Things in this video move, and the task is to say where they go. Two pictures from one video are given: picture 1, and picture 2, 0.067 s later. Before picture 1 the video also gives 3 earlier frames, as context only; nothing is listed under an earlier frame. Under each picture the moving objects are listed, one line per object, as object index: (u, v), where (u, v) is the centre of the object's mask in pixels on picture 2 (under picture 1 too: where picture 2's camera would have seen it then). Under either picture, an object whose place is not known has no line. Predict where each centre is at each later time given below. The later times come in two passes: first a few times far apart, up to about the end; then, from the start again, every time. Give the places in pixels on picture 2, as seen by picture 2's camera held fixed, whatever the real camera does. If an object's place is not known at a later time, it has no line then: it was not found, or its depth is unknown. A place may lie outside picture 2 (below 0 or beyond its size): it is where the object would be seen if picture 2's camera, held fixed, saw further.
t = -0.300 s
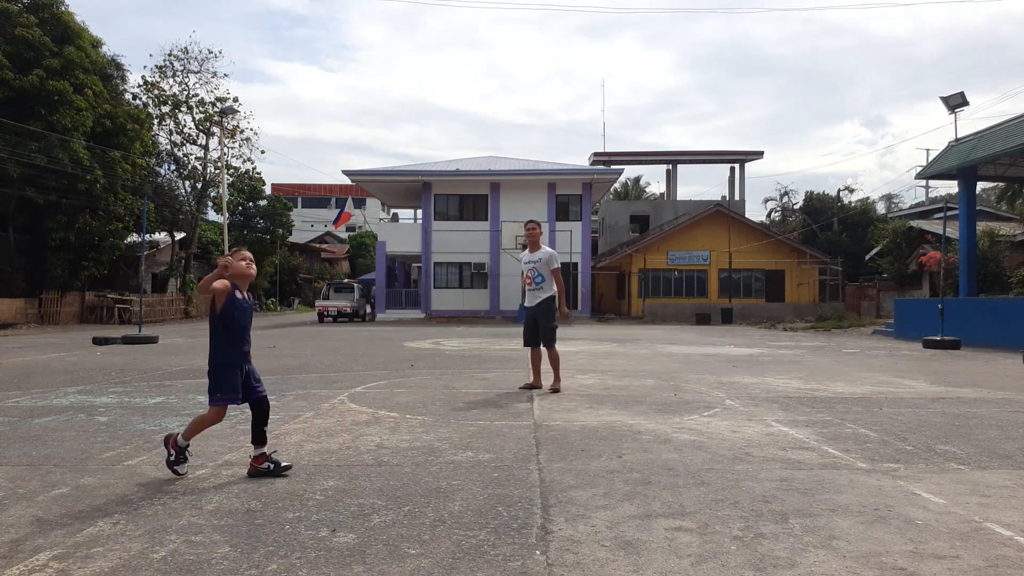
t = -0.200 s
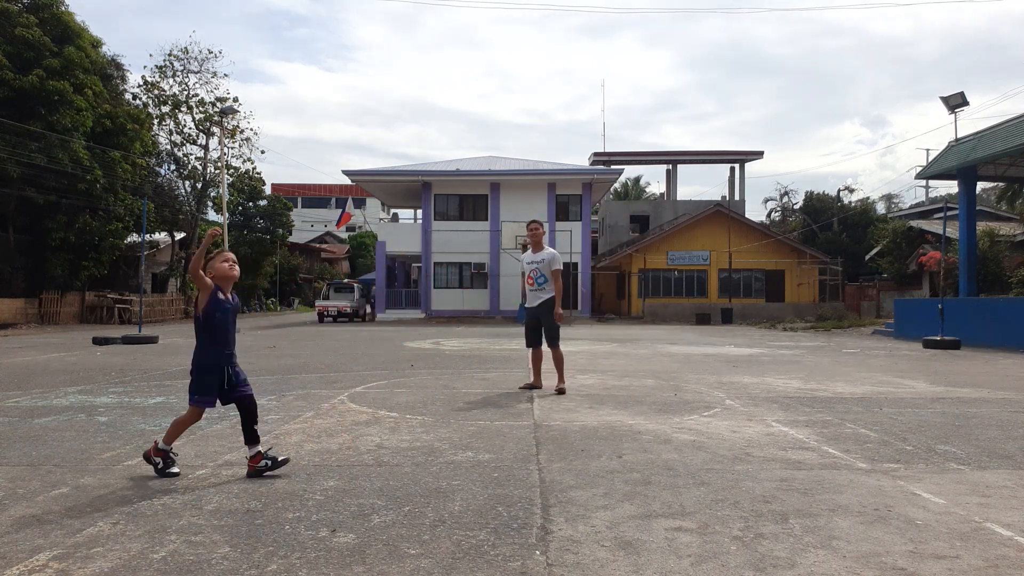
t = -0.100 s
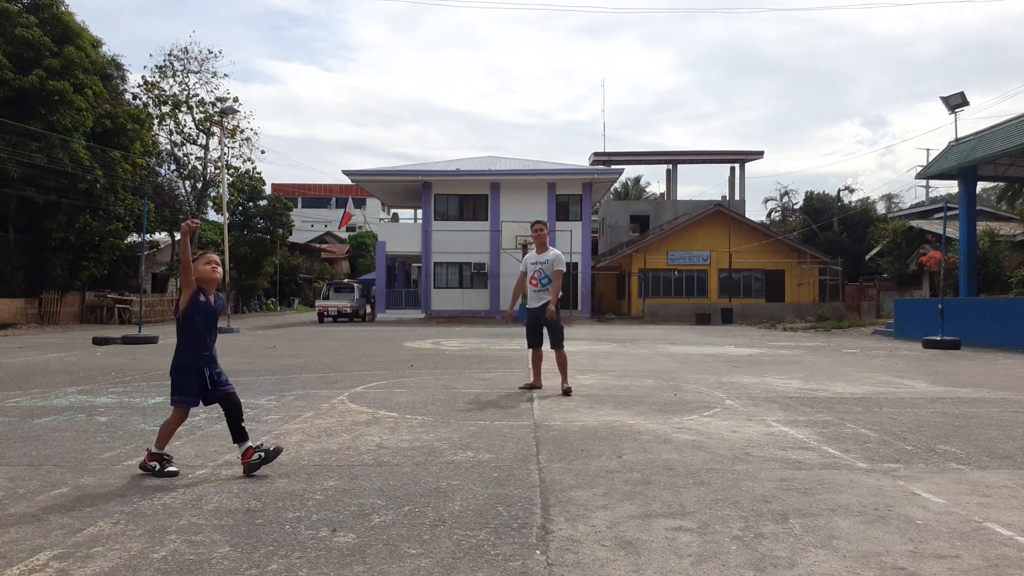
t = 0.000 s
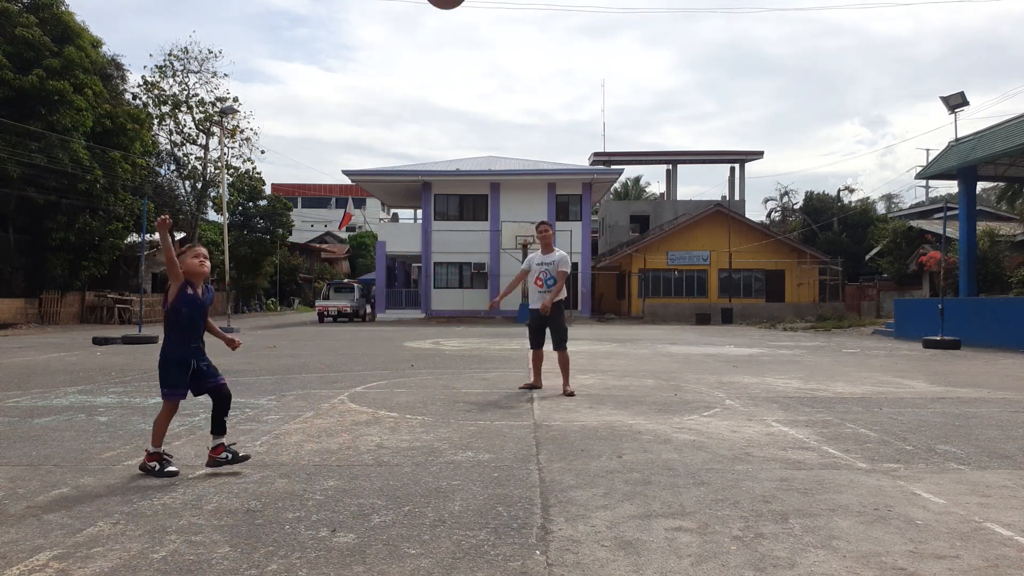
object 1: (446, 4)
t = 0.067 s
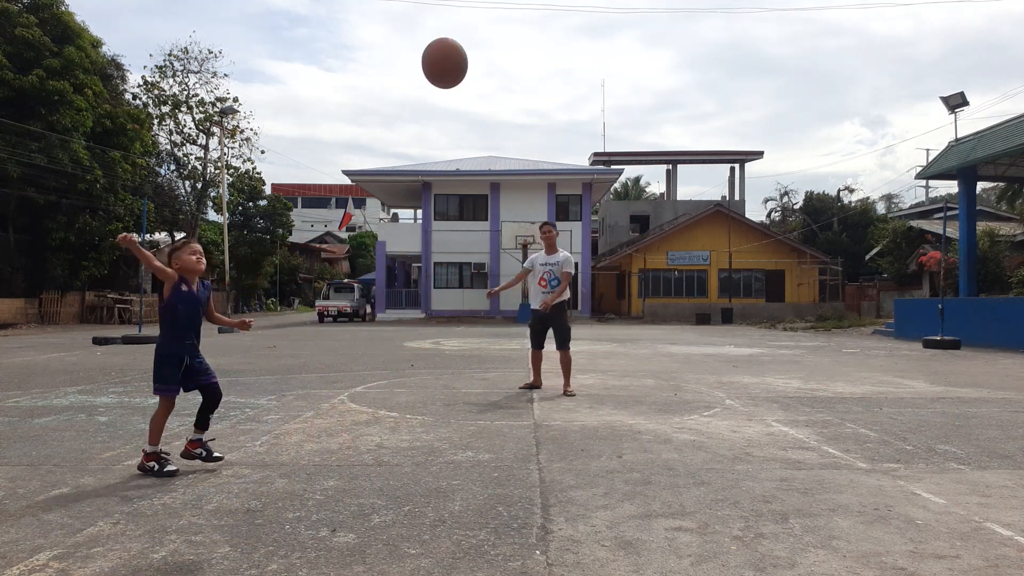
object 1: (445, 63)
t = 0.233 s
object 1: (444, 250)
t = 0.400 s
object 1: (441, 403)
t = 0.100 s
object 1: (444, 103)
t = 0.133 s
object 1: (444, 141)
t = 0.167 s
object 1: (444, 178)
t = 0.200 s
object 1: (444, 214)
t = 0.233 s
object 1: (444, 250)
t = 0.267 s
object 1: (443, 285)
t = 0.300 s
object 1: (443, 319)
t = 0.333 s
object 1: (442, 354)
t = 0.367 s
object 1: (442, 387)
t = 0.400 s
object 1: (441, 403)
